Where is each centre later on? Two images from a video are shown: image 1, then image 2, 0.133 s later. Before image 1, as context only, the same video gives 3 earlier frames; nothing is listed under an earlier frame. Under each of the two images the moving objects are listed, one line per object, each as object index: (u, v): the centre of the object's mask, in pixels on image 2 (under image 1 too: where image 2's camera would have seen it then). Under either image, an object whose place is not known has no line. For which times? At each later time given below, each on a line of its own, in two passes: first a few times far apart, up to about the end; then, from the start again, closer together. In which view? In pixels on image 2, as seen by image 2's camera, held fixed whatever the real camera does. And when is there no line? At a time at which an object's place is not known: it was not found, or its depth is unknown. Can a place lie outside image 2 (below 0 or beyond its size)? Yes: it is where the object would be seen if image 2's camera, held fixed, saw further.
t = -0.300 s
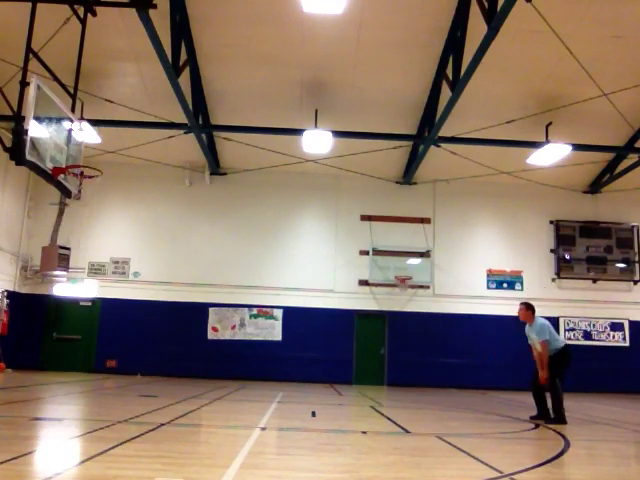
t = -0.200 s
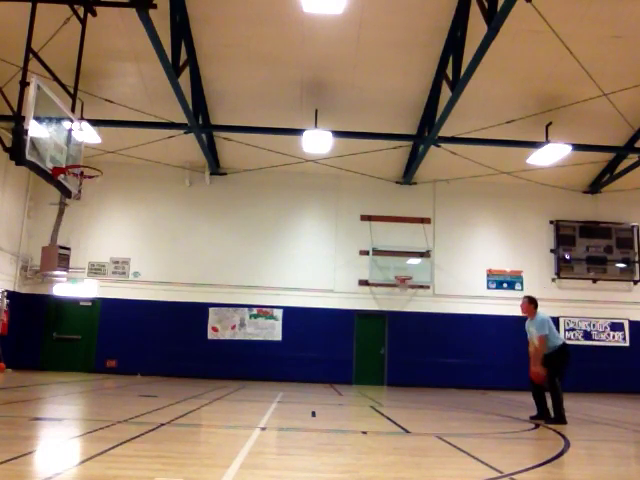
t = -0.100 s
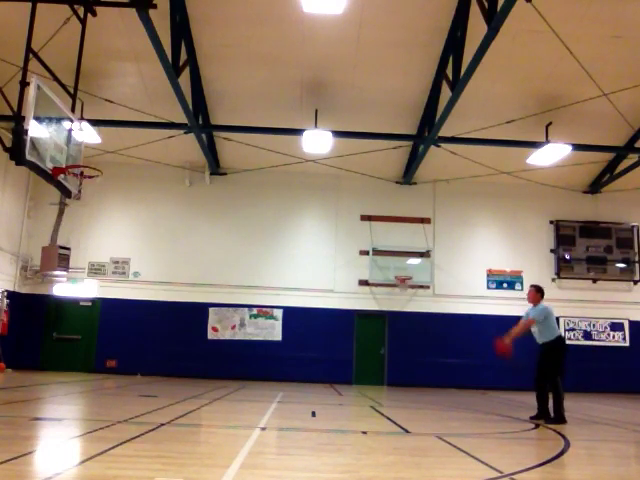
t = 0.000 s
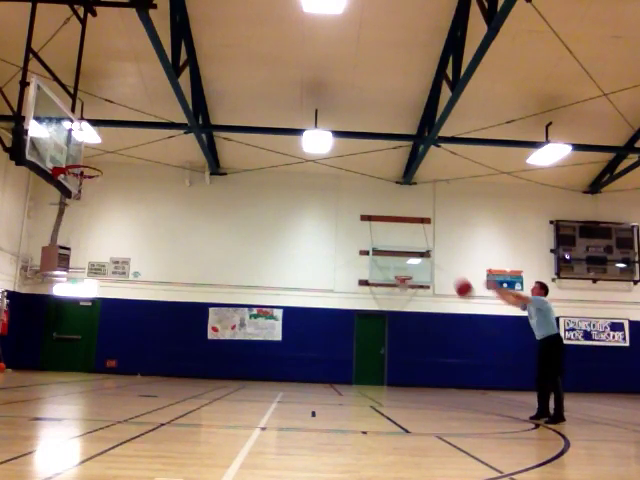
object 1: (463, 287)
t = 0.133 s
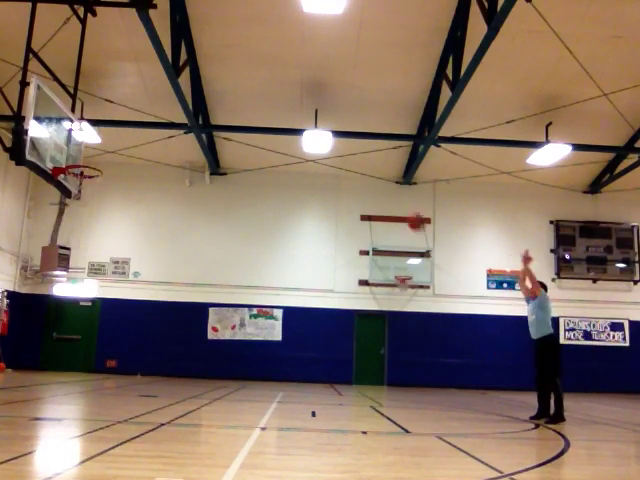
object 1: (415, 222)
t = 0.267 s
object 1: (369, 170)
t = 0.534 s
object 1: (283, 111)
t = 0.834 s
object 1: (187, 104)
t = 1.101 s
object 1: (99, 147)
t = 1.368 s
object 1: (116, 135)
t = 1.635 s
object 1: (178, 129)
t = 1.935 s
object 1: (254, 191)
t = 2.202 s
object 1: (329, 327)
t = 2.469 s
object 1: (410, 351)
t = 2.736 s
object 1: (488, 258)
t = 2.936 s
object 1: (550, 241)
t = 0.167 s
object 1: (403, 207)
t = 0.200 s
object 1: (392, 194)
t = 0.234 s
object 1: (380, 182)
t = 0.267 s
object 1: (369, 170)
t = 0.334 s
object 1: (347, 150)
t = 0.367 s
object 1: (337, 142)
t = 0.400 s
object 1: (327, 132)
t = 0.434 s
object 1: (314, 124)
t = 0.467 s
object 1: (304, 120)
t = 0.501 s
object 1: (293, 115)
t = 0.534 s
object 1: (283, 111)
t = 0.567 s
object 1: (272, 107)
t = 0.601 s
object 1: (261, 104)
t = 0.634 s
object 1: (251, 102)
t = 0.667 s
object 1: (240, 101)
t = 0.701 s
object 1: (229, 100)
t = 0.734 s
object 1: (219, 100)
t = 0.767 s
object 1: (207, 101)
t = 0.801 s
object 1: (198, 102)
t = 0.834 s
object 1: (187, 104)
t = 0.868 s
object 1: (176, 106)
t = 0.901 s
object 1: (164, 110)
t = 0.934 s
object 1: (154, 114)
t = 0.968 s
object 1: (143, 119)
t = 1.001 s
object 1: (133, 125)
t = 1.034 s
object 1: (121, 132)
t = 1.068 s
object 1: (110, 138)
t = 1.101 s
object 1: (99, 147)
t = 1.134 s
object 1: (87, 155)
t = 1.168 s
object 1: (77, 163)
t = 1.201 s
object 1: (78, 162)
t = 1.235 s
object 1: (85, 156)
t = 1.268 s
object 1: (93, 150)
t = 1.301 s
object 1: (101, 143)
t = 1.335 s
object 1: (109, 138)
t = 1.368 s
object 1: (116, 135)
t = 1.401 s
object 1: (124, 131)
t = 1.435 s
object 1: (131, 128)
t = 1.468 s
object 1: (139, 126)
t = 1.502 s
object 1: (146, 125)
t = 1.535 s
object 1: (154, 125)
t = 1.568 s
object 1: (162, 125)
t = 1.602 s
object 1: (169, 126)
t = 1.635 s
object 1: (178, 129)
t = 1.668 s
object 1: (185, 131)
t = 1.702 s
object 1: (194, 135)
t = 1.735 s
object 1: (202, 139)
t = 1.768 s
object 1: (213, 145)
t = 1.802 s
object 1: (220, 153)
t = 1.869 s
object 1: (236, 169)
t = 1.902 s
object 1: (246, 179)
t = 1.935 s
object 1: (254, 191)
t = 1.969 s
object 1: (263, 203)
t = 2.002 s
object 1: (272, 217)
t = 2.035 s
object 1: (281, 232)
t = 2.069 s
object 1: (290, 248)
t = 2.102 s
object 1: (300, 265)
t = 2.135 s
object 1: (309, 285)
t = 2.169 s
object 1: (319, 307)
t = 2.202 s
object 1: (329, 327)
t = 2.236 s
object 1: (340, 351)
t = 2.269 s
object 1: (350, 375)
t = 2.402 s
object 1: (392, 385)
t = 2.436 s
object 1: (401, 368)
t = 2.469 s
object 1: (410, 351)
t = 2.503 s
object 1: (420, 335)
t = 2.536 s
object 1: (429, 322)
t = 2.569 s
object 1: (439, 307)
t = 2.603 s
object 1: (449, 294)
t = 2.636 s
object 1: (458, 283)
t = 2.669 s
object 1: (468, 274)
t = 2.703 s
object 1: (478, 265)
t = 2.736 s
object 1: (488, 258)
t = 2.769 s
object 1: (498, 252)
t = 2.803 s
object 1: (508, 247)
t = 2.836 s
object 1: (518, 244)
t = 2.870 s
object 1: (529, 242)
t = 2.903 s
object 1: (539, 241)
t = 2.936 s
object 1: (550, 241)
